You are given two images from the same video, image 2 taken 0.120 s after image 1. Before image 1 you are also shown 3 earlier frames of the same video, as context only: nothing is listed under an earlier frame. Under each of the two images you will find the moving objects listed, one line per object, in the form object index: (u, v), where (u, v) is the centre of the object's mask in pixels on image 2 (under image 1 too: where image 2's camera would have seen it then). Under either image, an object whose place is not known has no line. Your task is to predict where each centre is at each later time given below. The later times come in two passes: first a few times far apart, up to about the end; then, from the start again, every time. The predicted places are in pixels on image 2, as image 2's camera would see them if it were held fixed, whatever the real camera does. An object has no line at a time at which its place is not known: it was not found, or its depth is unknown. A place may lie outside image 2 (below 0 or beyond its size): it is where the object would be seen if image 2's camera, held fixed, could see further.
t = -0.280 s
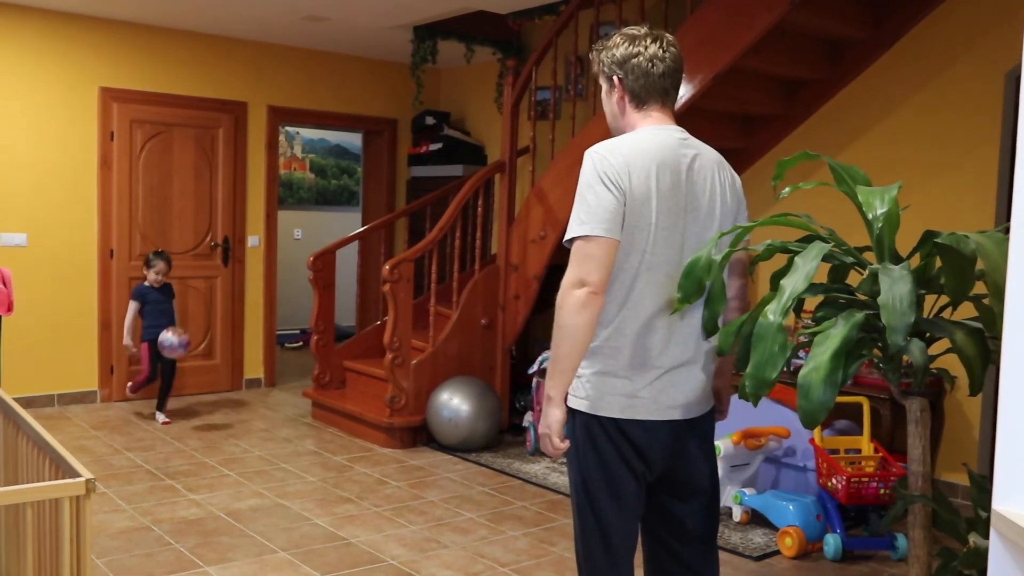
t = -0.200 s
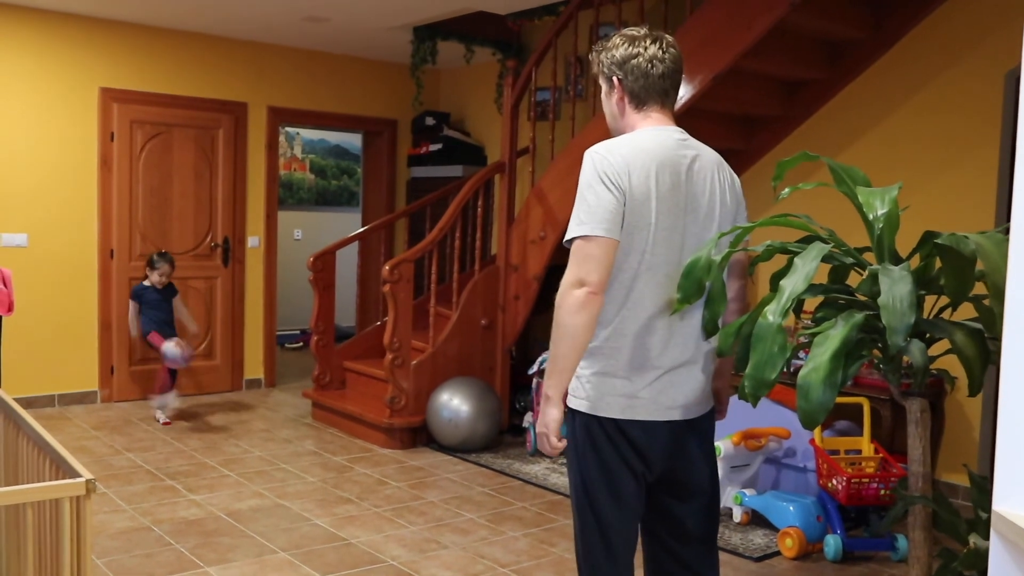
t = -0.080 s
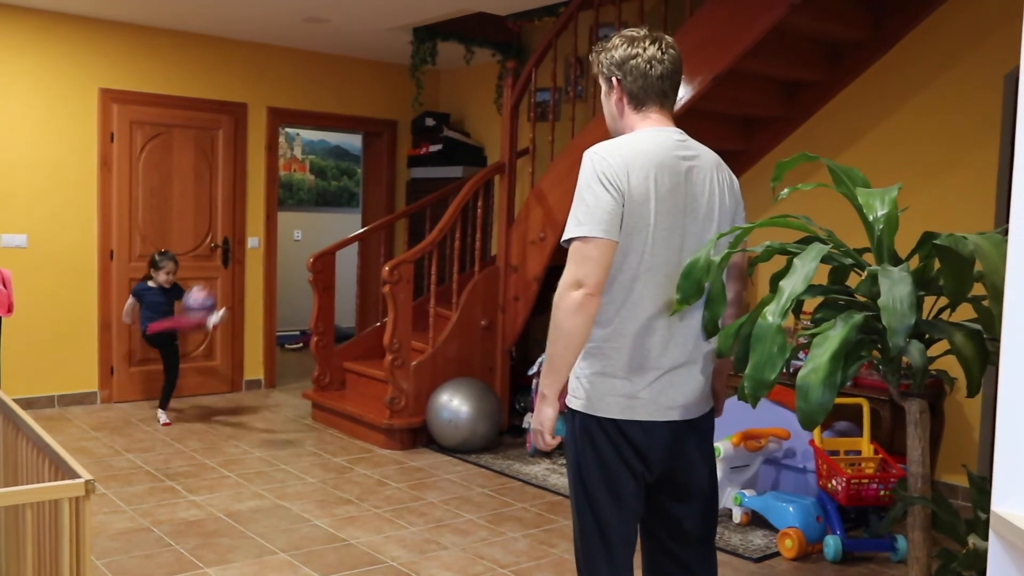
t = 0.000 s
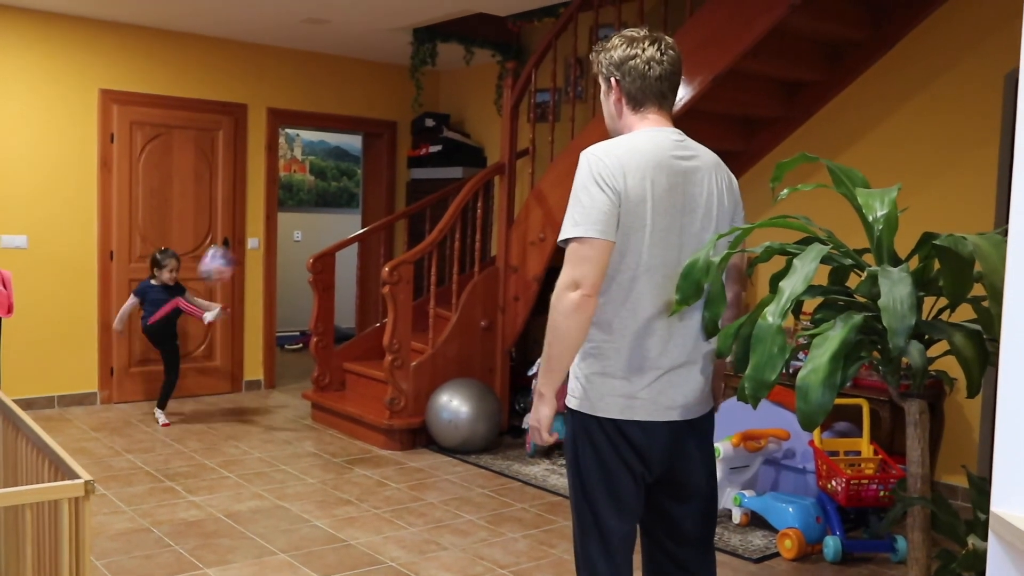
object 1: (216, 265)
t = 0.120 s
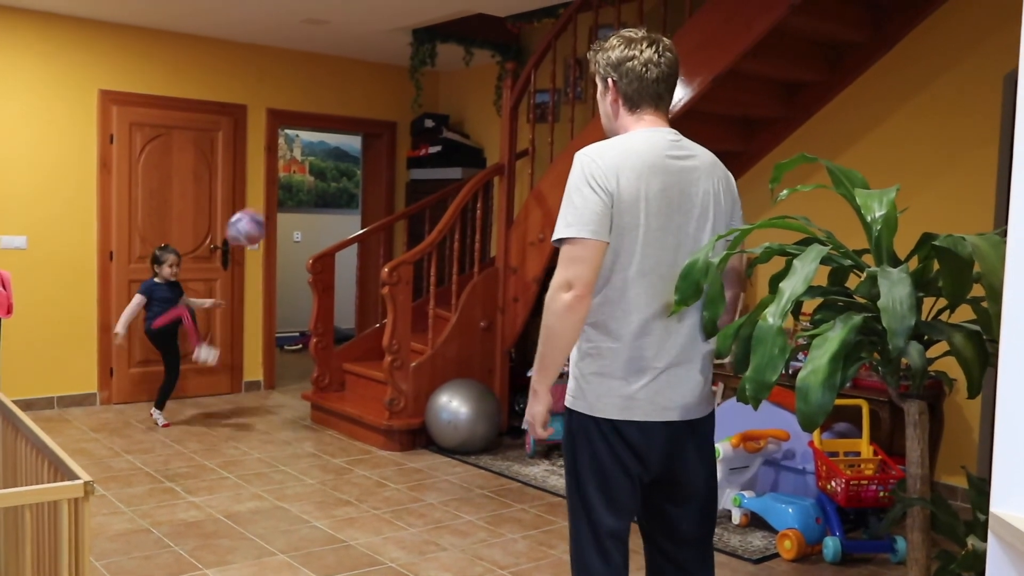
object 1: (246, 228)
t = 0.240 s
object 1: (280, 213)
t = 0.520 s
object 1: (370, 305)
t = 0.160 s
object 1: (257, 220)
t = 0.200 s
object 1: (268, 215)
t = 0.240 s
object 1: (280, 213)
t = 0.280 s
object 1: (291, 214)
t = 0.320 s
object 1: (304, 220)
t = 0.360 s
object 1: (317, 228)
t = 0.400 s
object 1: (329, 240)
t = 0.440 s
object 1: (343, 257)
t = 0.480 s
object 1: (357, 279)
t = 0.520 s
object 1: (370, 305)
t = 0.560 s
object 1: (386, 338)
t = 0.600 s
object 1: (402, 374)
